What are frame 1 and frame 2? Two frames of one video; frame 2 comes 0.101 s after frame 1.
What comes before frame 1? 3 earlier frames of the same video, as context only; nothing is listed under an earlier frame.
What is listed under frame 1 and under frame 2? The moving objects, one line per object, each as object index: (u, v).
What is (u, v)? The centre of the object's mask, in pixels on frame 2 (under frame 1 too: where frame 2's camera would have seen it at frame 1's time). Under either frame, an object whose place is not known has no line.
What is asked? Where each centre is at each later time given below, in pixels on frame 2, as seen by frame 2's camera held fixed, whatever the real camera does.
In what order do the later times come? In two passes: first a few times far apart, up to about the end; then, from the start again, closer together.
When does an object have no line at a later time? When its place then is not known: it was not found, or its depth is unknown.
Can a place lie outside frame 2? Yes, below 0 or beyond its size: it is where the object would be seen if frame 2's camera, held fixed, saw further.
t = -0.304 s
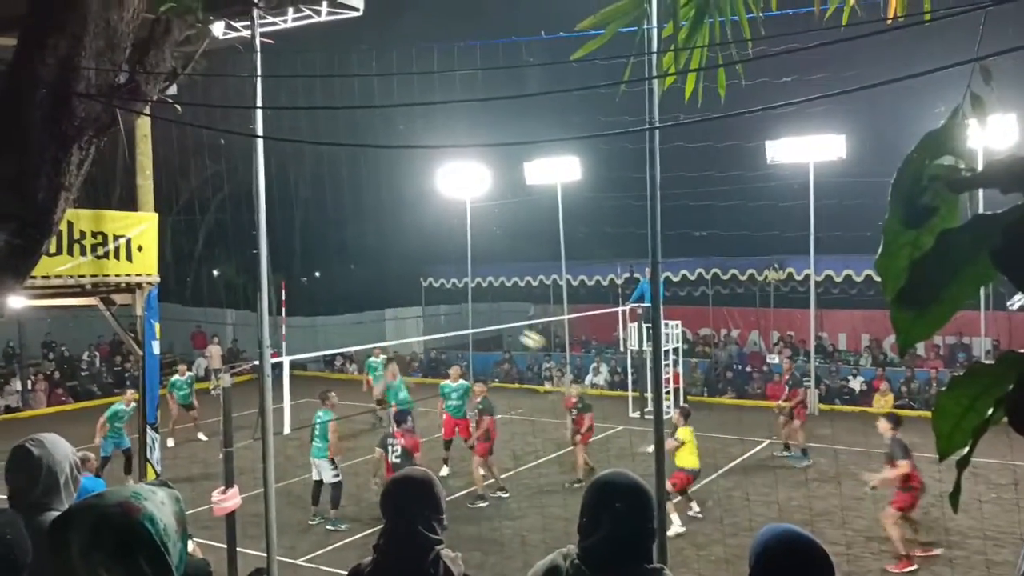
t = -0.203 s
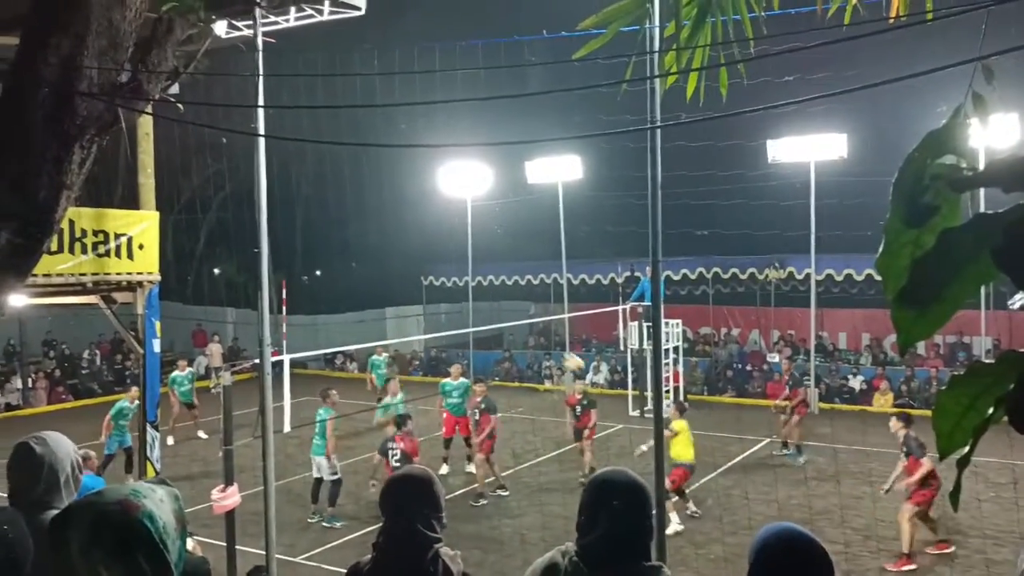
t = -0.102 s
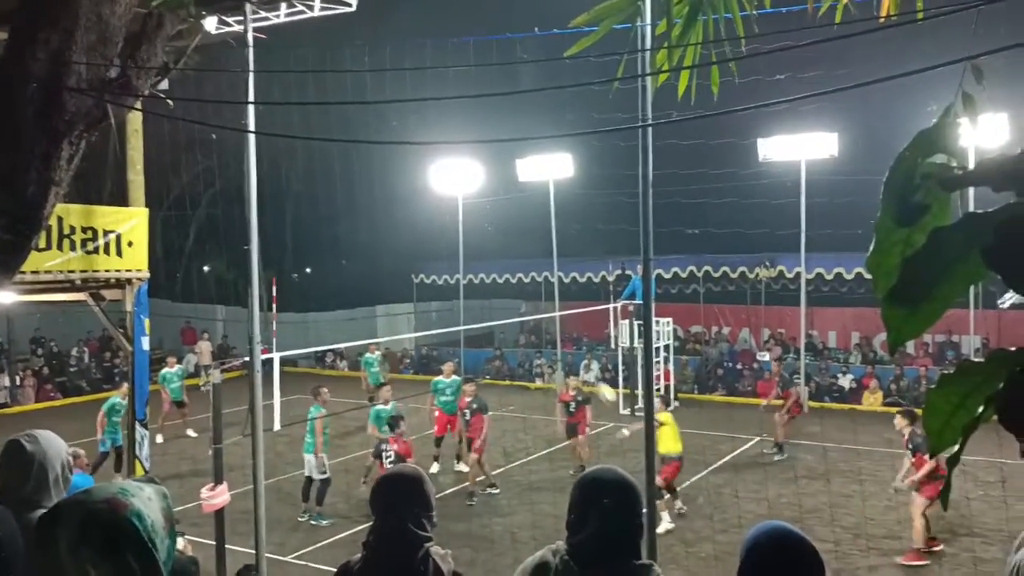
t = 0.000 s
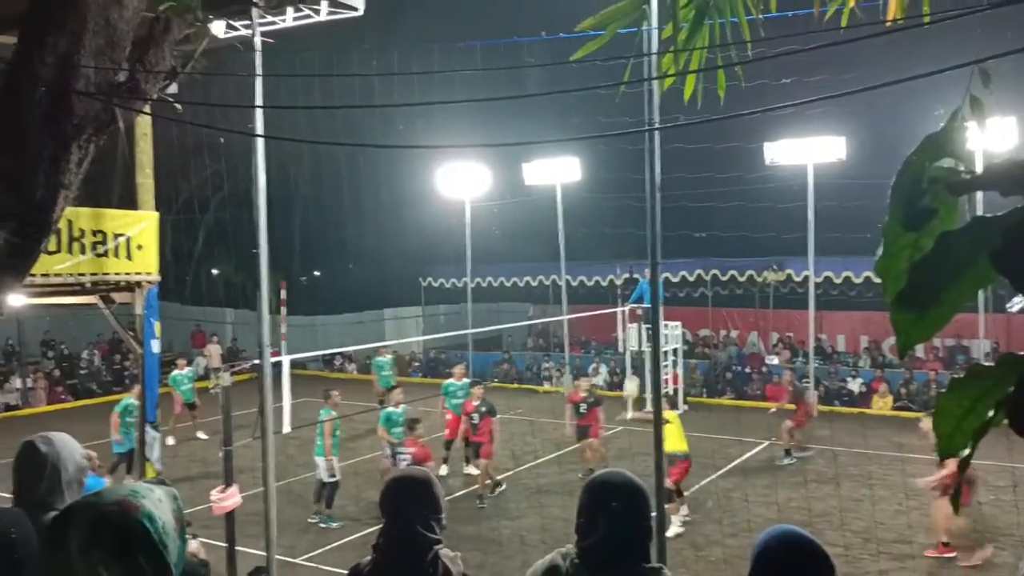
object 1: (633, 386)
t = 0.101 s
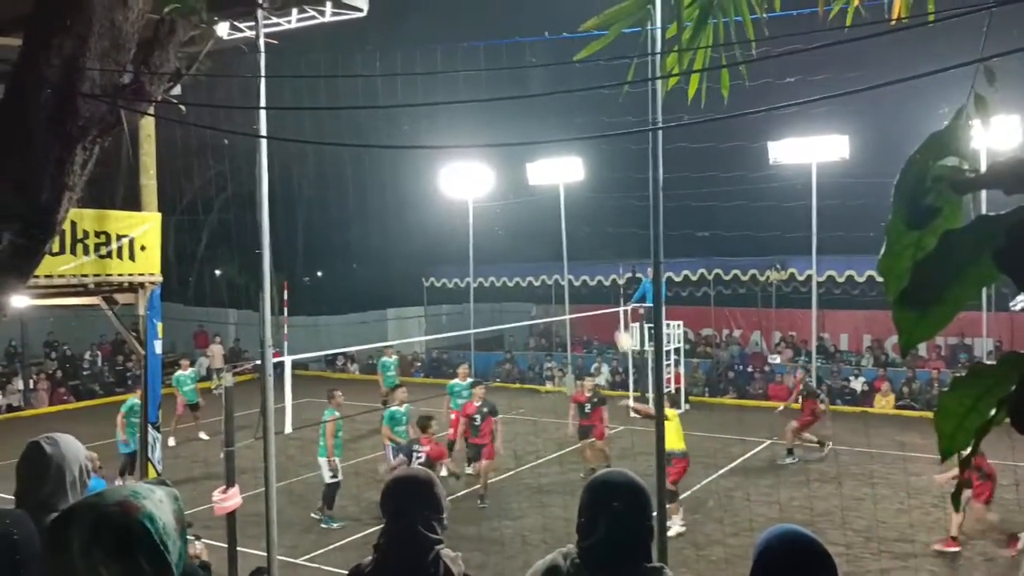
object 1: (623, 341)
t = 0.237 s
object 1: (613, 296)
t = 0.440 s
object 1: (600, 256)
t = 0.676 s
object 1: (588, 247)
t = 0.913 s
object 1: (580, 272)
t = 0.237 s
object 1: (613, 296)
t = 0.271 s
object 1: (612, 286)
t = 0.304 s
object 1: (609, 279)
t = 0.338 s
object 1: (607, 270)
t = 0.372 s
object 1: (605, 265)
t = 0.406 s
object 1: (603, 260)
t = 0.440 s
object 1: (600, 256)
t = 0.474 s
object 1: (598, 252)
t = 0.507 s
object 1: (597, 249)
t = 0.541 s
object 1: (595, 247)
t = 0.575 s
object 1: (593, 246)
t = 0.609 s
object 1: (592, 246)
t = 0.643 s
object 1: (590, 246)
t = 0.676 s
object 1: (588, 247)
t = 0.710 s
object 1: (587, 249)
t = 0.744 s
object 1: (585, 251)
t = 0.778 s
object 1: (583, 254)
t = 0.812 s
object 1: (582, 258)
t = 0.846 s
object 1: (581, 262)
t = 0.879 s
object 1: (580, 267)
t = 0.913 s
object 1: (580, 272)
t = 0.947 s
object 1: (578, 280)
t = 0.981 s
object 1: (577, 287)
